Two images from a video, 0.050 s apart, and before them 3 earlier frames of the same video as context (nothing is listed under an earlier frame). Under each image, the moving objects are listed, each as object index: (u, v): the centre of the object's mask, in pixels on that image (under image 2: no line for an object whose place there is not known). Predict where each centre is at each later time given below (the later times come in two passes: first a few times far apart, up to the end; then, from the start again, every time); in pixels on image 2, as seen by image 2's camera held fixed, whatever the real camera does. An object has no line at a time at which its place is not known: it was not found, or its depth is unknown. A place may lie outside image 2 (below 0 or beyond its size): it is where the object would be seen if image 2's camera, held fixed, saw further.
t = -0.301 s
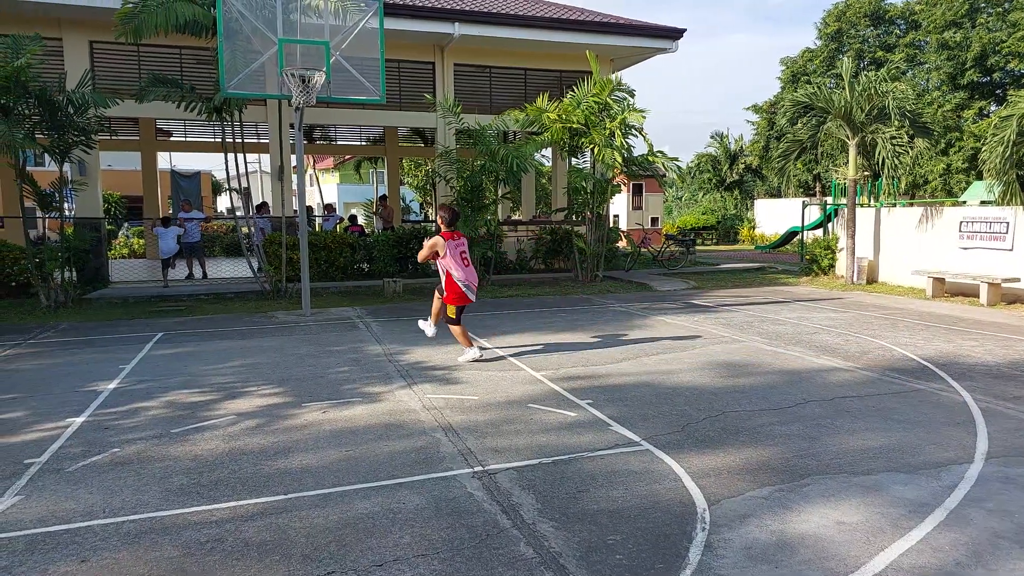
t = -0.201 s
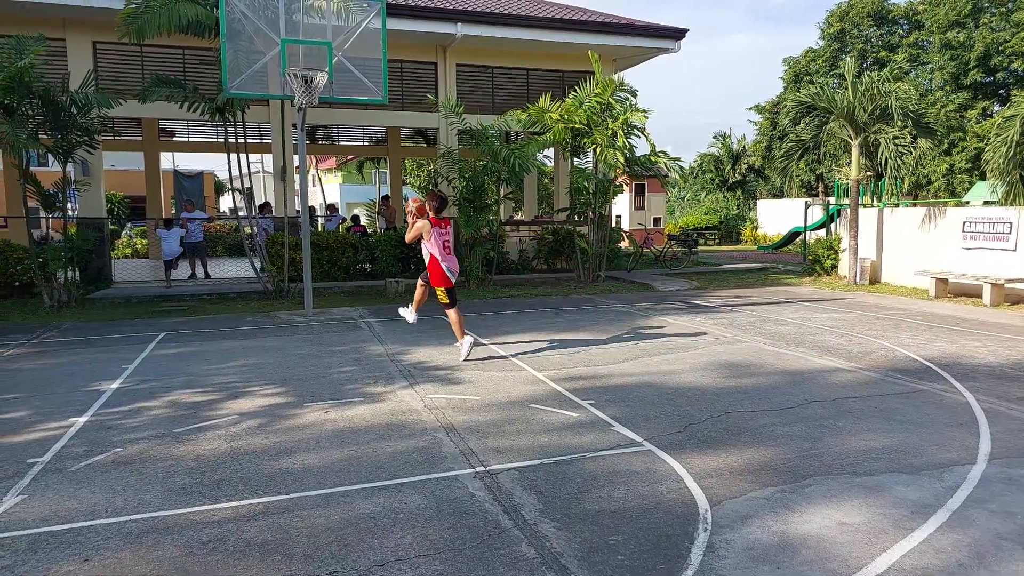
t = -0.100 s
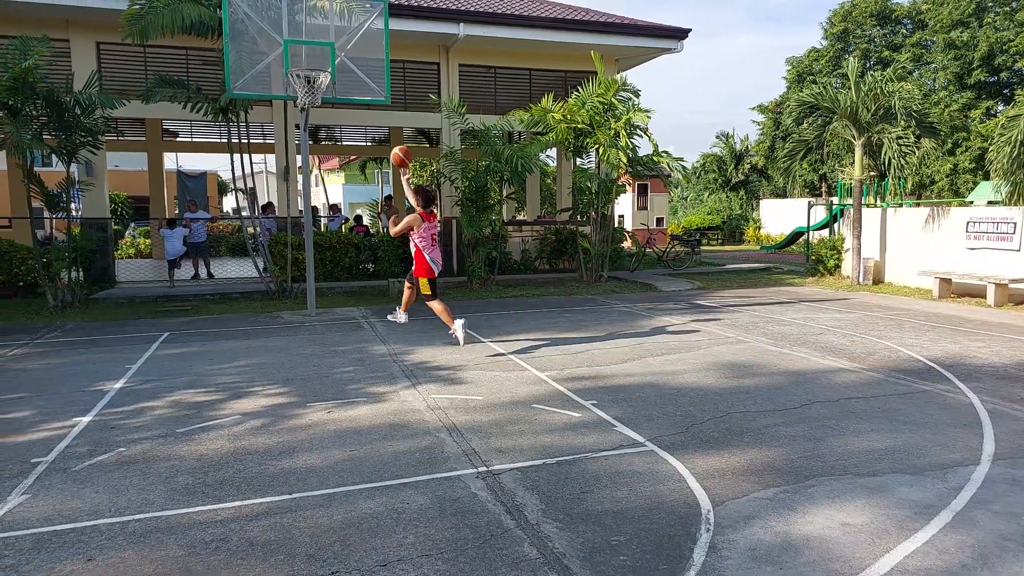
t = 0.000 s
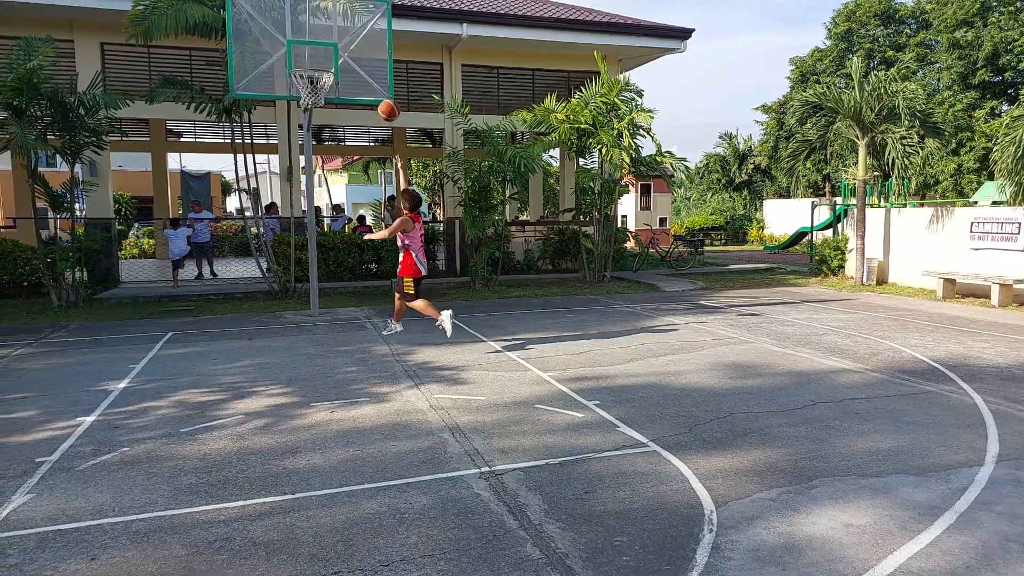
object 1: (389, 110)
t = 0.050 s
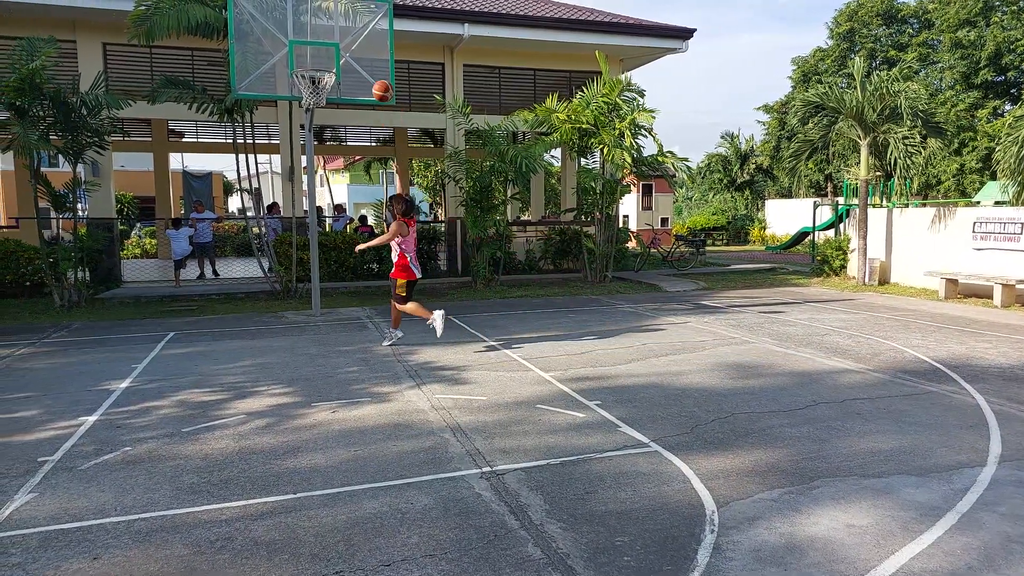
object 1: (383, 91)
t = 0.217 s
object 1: (360, 44)
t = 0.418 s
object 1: (339, 18)
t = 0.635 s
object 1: (326, 15)
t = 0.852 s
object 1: (315, 58)
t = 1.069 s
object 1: (306, 149)
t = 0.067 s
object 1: (380, 85)
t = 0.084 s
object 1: (378, 79)
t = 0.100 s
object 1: (376, 74)
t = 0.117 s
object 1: (373, 69)
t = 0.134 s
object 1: (371, 64)
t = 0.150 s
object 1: (368, 60)
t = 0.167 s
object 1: (366, 56)
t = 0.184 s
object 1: (364, 51)
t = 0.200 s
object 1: (362, 48)
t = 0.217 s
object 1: (360, 44)
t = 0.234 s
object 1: (358, 41)
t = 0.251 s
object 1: (355, 38)
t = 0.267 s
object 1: (354, 35)
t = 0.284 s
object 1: (352, 33)
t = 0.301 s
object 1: (350, 30)
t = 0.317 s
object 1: (347, 28)
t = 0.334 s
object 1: (346, 27)
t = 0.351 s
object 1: (343, 25)
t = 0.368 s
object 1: (342, 24)
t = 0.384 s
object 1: (341, 21)
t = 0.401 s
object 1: (340, 19)
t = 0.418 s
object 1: (339, 18)
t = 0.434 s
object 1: (338, 16)
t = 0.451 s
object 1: (337, 15)
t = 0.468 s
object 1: (336, 13)
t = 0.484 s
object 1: (335, 12)
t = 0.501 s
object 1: (334, 11)
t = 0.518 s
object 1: (333, 11)
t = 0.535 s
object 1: (332, 11)
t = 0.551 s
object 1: (331, 11)
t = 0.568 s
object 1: (330, 11)
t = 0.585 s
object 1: (329, 12)
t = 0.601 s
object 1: (328, 12)
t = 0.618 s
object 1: (327, 14)
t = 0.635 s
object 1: (326, 15)
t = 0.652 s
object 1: (325, 17)
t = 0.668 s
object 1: (324, 19)
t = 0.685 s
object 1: (324, 21)
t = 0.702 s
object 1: (323, 23)
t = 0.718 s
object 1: (322, 26)
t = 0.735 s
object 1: (322, 29)
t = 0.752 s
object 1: (321, 32)
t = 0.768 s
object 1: (320, 36)
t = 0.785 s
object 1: (319, 40)
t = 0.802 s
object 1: (318, 44)
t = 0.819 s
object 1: (317, 48)
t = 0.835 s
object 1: (316, 53)
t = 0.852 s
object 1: (315, 58)
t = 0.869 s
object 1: (314, 63)
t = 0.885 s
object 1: (314, 68)
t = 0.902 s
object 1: (313, 75)
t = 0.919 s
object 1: (312, 81)
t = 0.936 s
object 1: (311, 87)
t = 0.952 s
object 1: (311, 94)
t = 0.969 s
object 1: (310, 101)
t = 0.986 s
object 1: (309, 108)
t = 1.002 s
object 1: (308, 116)
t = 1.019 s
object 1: (308, 124)
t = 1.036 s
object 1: (307, 131)
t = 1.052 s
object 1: (306, 140)
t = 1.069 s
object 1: (306, 149)
